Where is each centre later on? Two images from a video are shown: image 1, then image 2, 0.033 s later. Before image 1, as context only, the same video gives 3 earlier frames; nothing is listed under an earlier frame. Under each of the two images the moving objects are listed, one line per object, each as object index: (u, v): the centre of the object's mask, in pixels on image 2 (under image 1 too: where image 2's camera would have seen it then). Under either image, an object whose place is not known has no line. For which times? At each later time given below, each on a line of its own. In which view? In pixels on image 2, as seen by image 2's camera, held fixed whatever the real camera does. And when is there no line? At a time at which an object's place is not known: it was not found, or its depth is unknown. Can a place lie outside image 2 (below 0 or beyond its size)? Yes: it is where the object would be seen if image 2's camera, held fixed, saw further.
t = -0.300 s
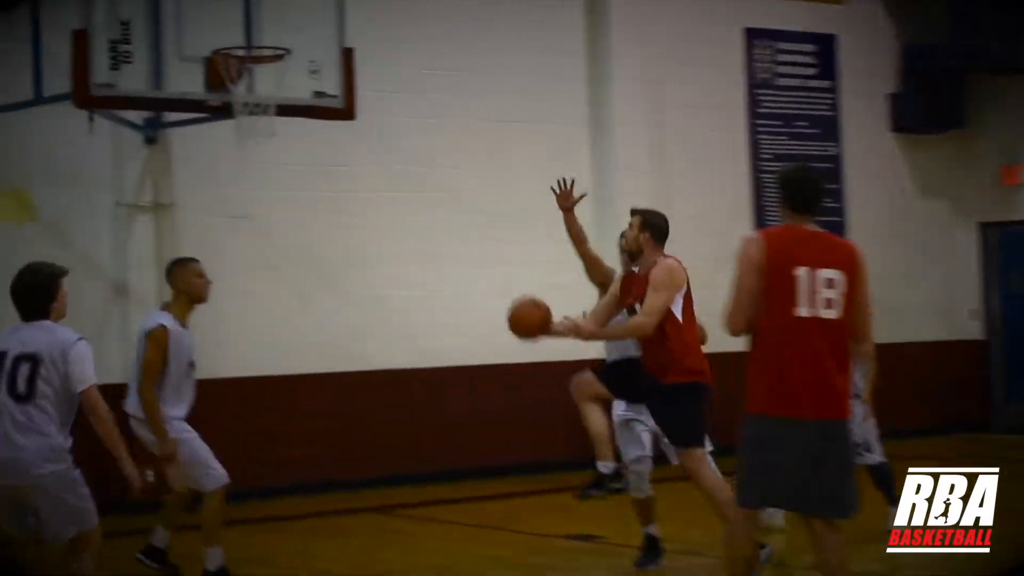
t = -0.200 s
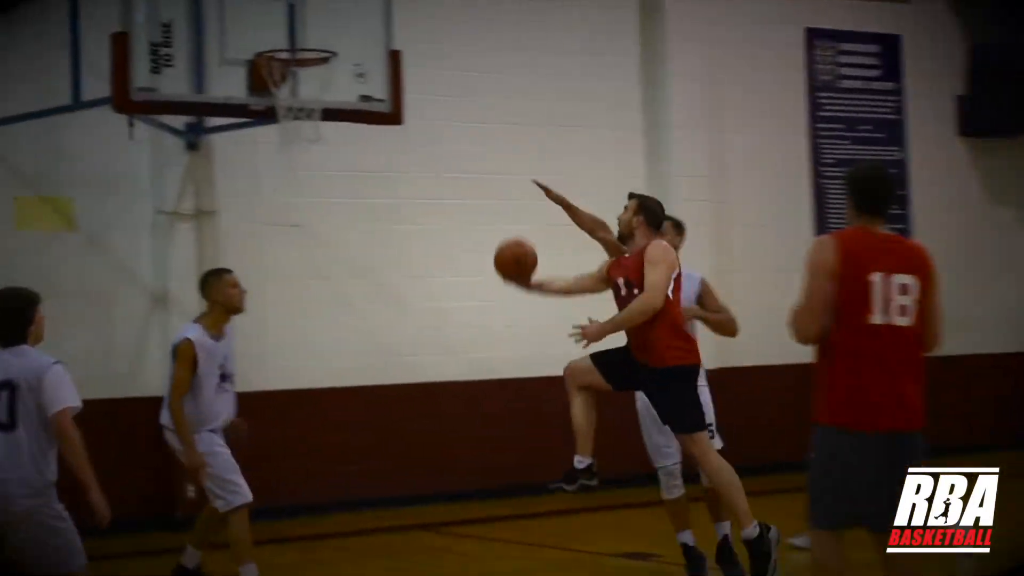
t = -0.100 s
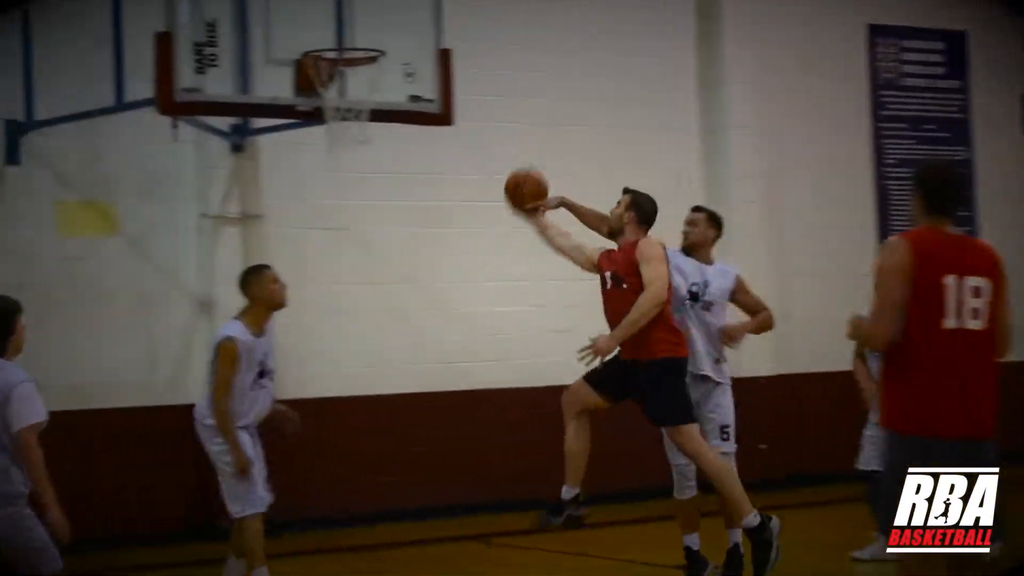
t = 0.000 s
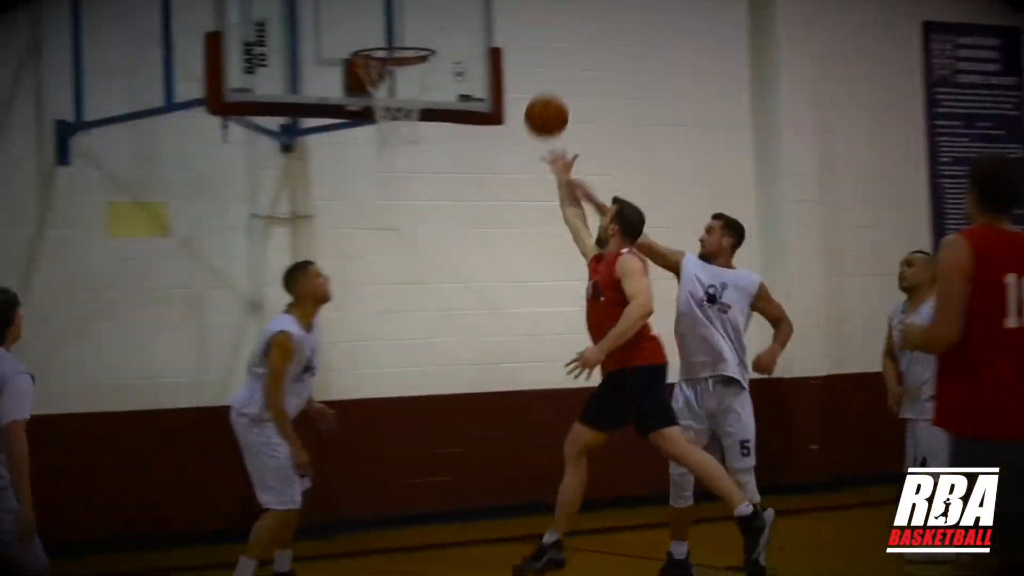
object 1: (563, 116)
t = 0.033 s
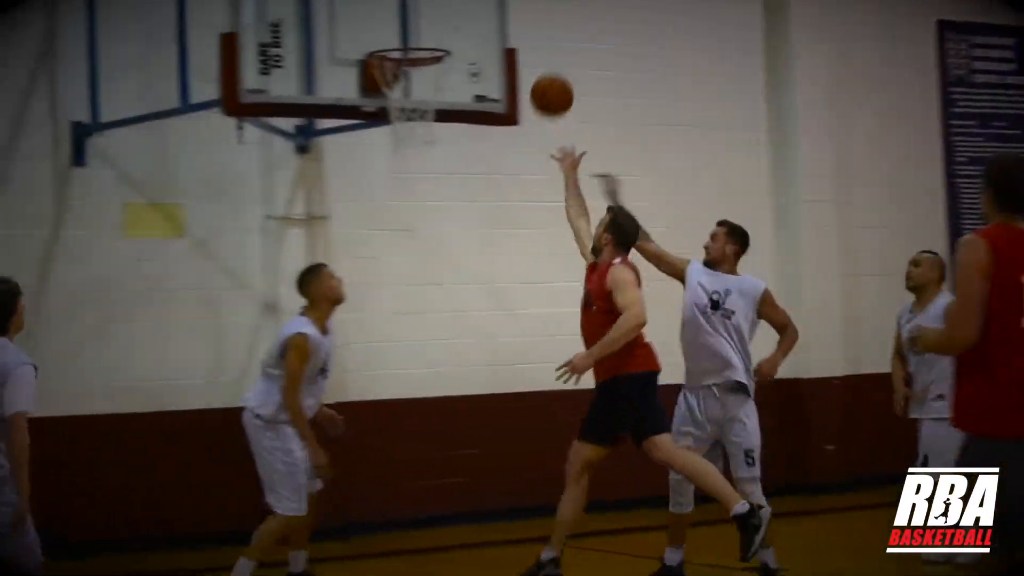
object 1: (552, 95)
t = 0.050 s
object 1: (546, 86)
